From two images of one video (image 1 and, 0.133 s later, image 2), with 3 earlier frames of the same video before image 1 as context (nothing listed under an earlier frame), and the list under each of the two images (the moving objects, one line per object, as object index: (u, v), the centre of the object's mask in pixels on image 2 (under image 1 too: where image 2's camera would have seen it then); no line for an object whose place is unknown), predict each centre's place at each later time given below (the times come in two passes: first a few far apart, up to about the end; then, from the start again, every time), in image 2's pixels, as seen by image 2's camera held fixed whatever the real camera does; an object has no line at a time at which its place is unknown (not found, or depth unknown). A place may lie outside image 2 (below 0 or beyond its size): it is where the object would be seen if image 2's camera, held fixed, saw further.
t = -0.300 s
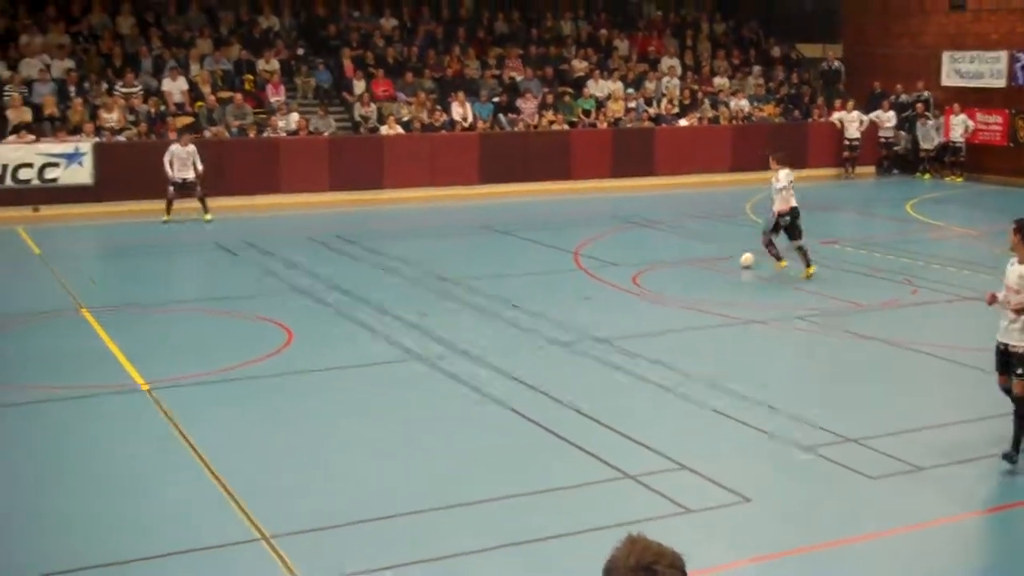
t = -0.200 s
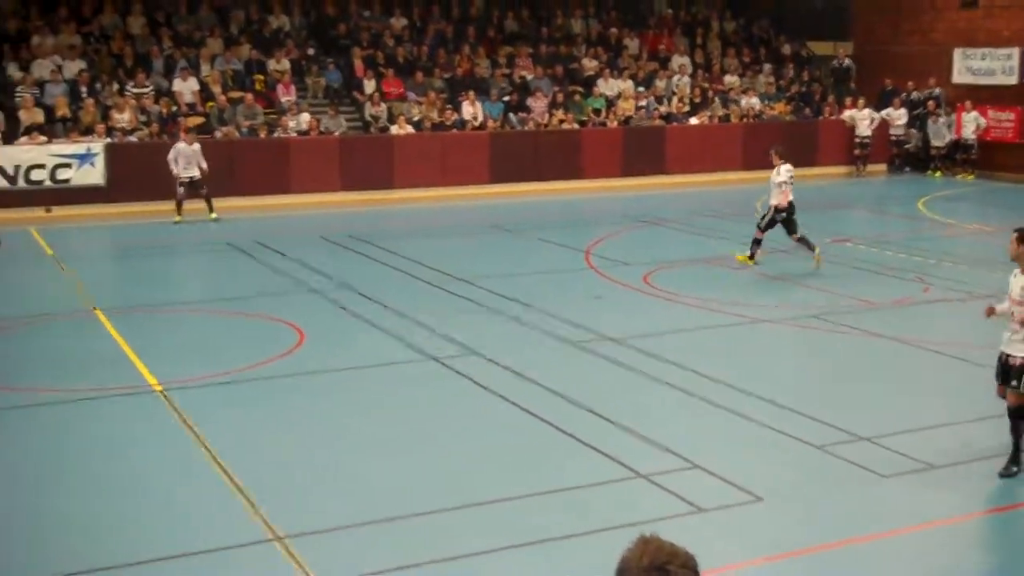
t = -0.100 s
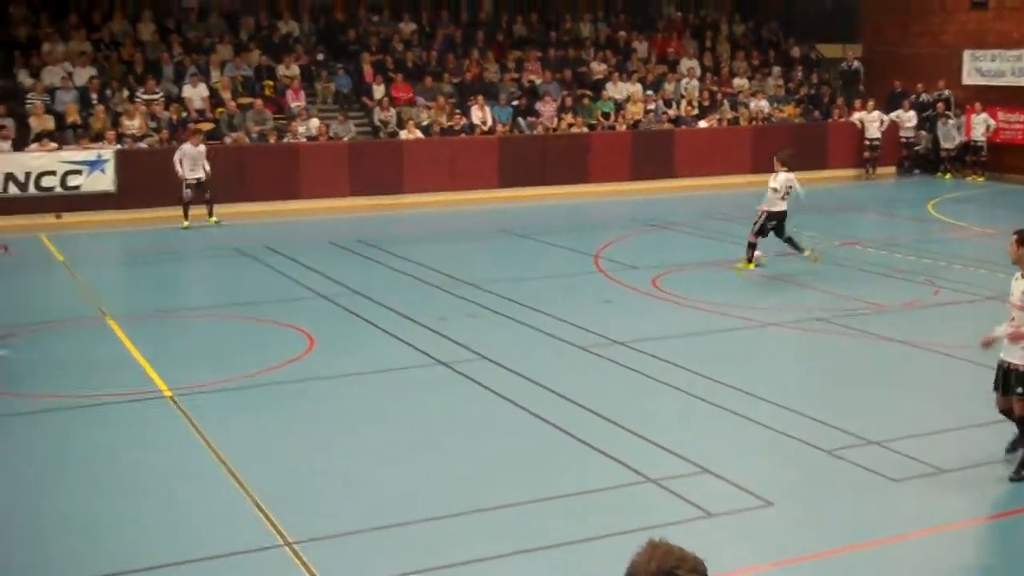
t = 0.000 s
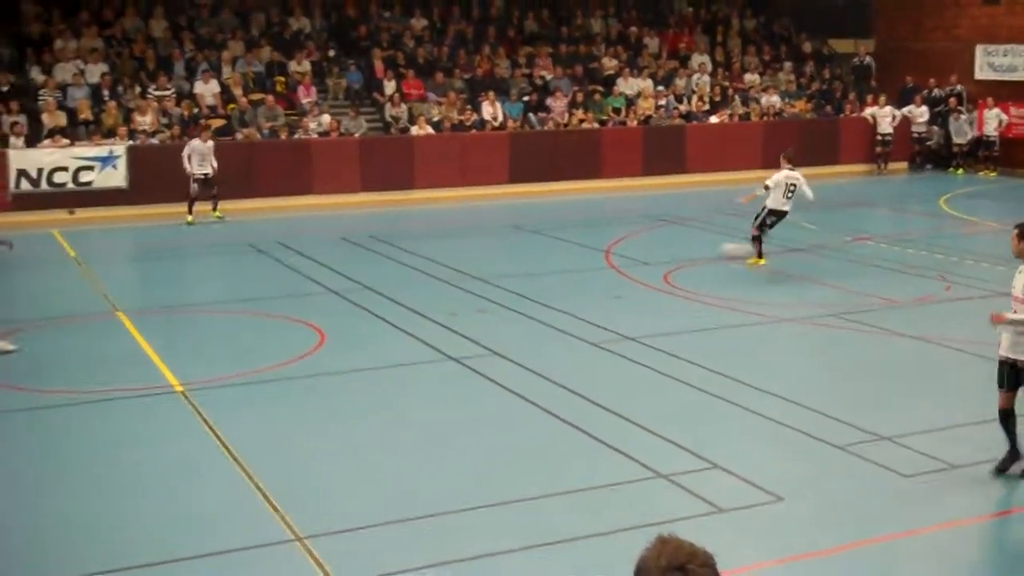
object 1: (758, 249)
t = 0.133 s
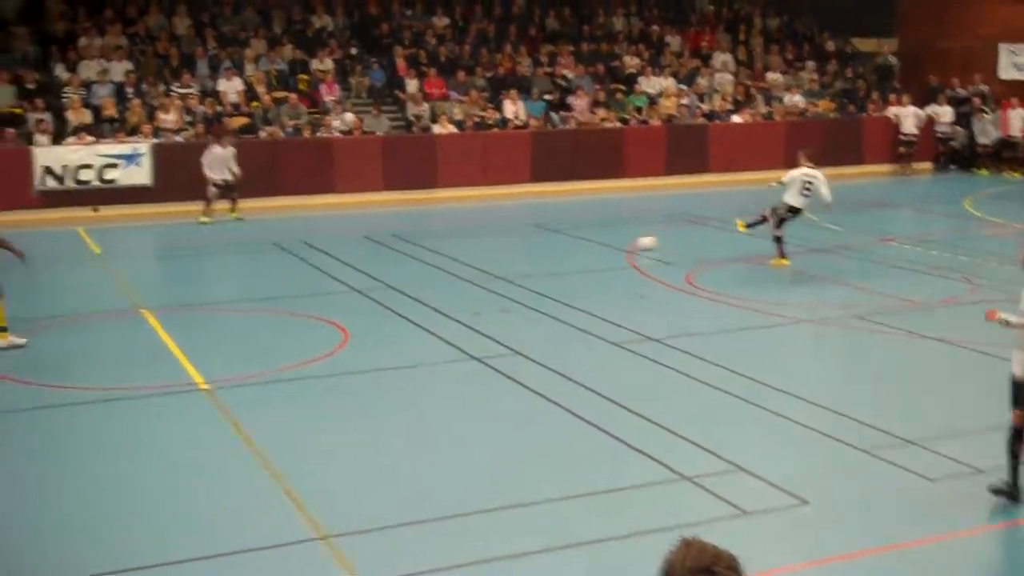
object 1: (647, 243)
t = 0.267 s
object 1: (555, 235)
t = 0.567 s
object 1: (391, 224)
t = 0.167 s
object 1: (623, 240)
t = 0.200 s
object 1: (599, 237)
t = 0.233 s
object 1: (576, 236)
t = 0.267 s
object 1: (555, 235)
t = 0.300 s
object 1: (534, 233)
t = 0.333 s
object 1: (514, 233)
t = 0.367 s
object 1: (493, 232)
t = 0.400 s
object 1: (475, 232)
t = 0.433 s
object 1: (458, 229)
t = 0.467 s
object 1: (439, 228)
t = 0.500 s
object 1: (423, 226)
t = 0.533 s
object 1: (408, 225)
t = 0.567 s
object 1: (391, 224)
